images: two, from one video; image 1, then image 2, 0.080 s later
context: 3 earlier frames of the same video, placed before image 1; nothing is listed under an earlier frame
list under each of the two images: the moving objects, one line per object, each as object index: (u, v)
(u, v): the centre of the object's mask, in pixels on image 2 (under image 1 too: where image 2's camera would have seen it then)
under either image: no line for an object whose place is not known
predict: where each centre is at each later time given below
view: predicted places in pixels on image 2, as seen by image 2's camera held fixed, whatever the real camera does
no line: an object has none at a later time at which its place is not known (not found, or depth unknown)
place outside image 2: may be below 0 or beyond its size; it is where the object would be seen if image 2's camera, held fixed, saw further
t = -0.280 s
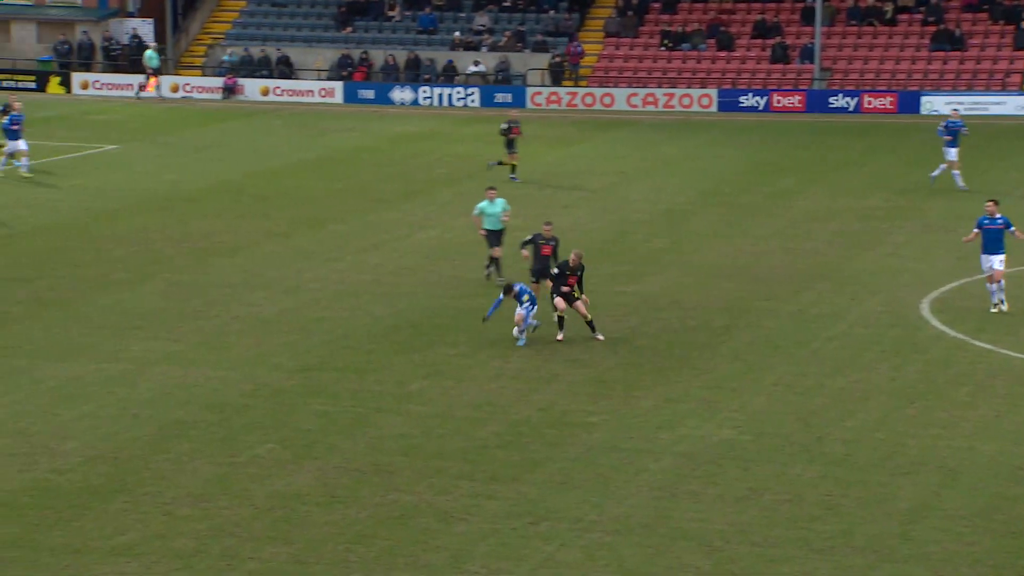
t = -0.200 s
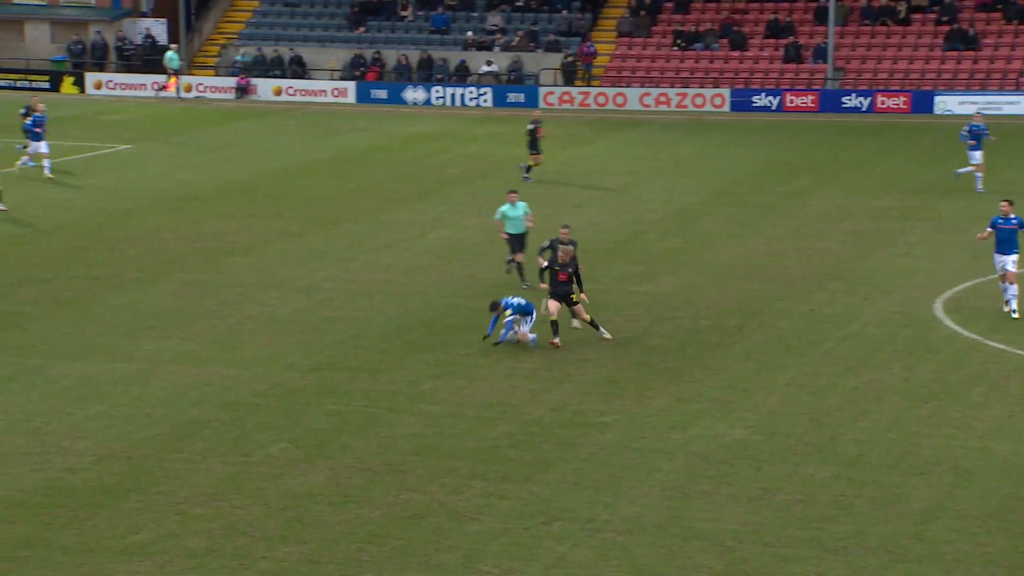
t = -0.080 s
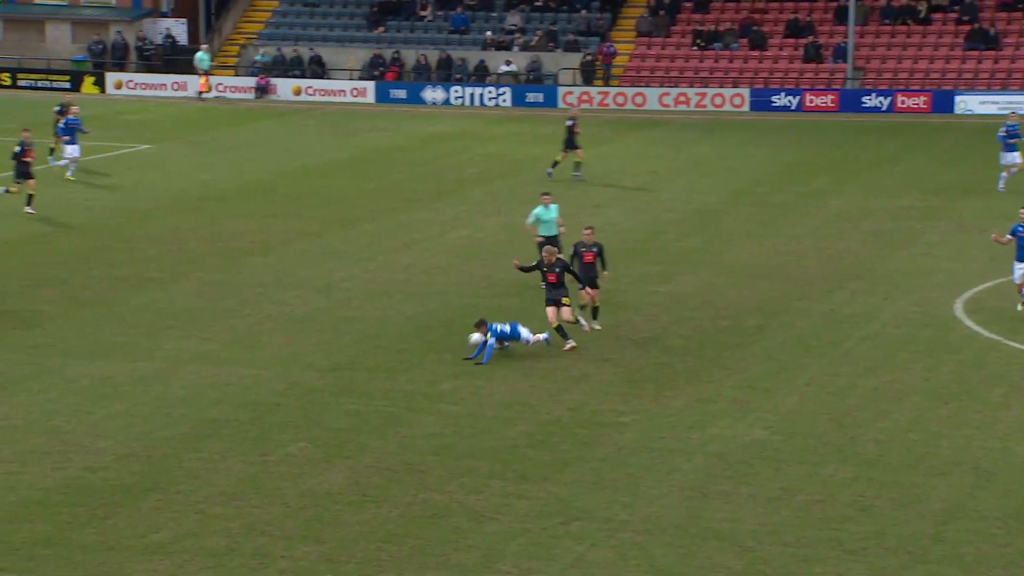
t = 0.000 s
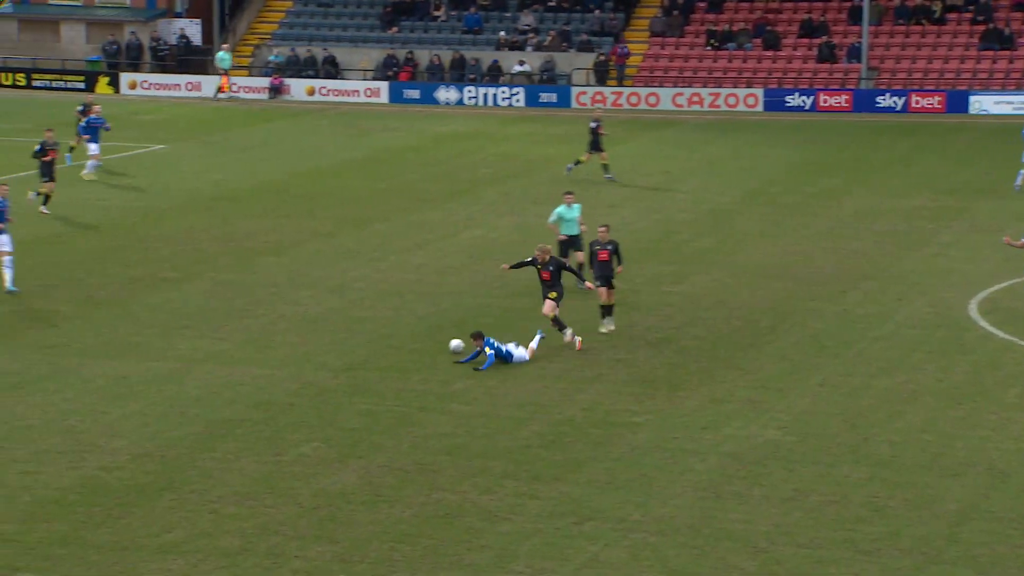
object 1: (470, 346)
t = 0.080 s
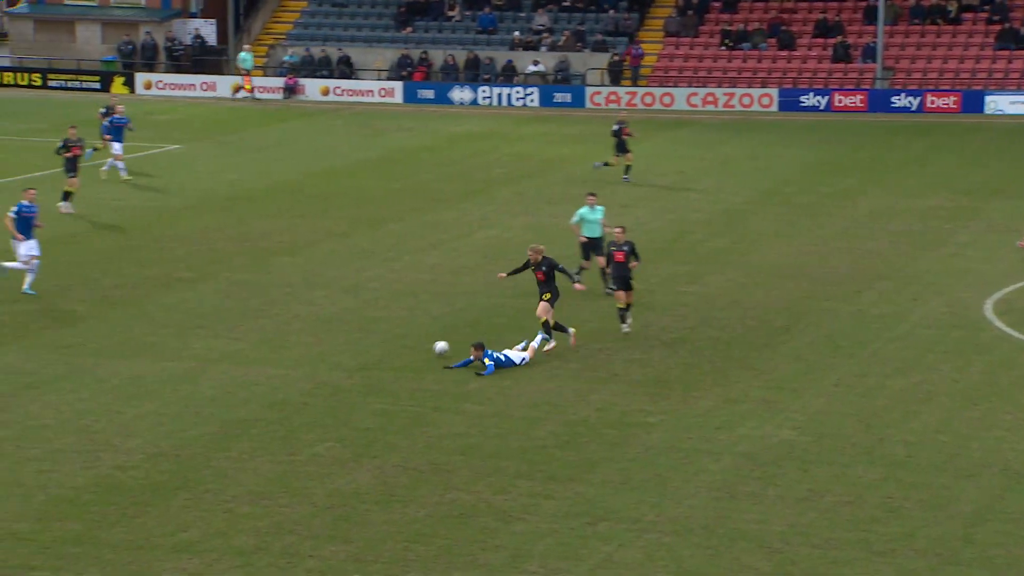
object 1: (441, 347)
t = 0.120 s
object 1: (426, 350)
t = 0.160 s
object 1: (411, 354)
